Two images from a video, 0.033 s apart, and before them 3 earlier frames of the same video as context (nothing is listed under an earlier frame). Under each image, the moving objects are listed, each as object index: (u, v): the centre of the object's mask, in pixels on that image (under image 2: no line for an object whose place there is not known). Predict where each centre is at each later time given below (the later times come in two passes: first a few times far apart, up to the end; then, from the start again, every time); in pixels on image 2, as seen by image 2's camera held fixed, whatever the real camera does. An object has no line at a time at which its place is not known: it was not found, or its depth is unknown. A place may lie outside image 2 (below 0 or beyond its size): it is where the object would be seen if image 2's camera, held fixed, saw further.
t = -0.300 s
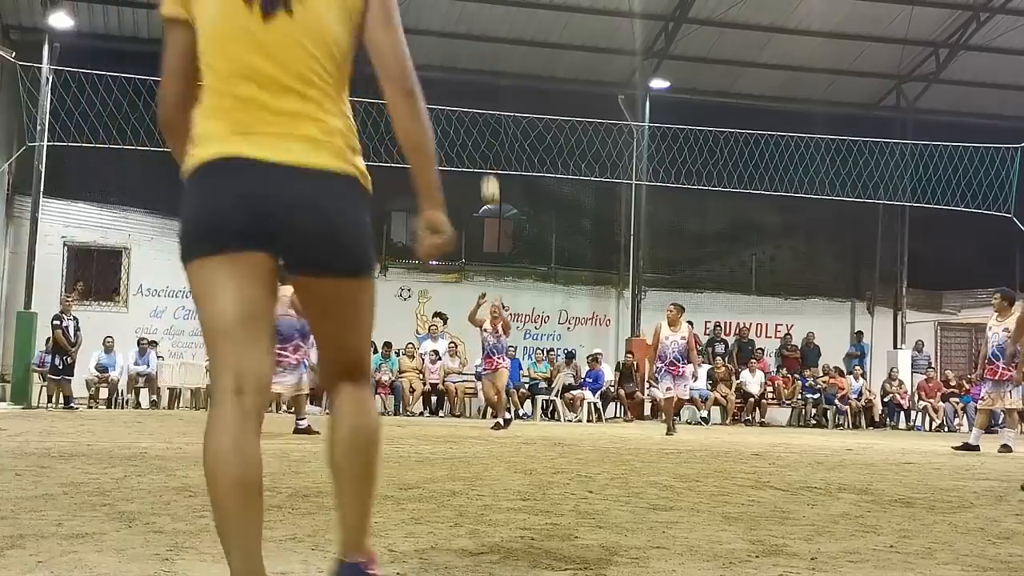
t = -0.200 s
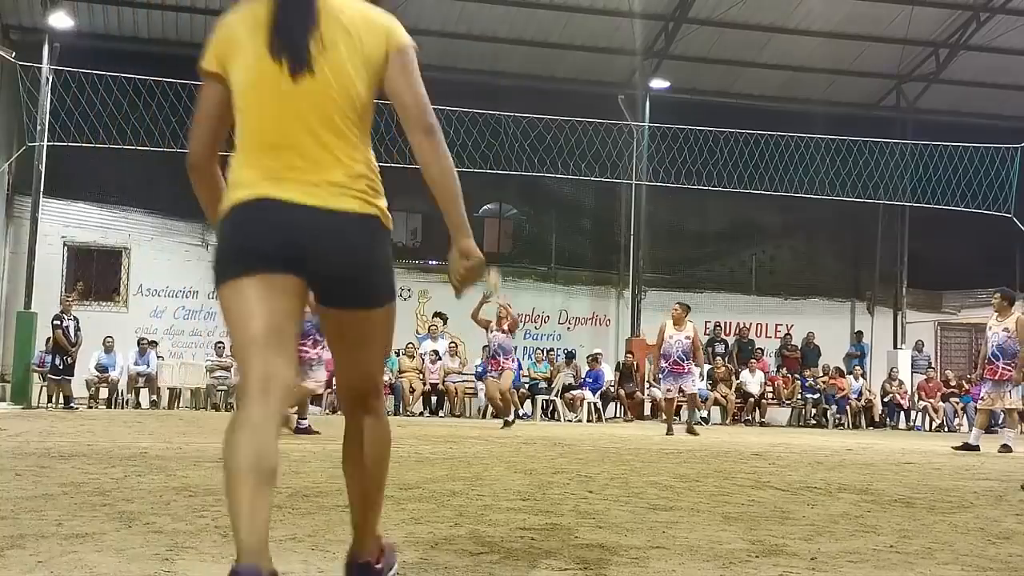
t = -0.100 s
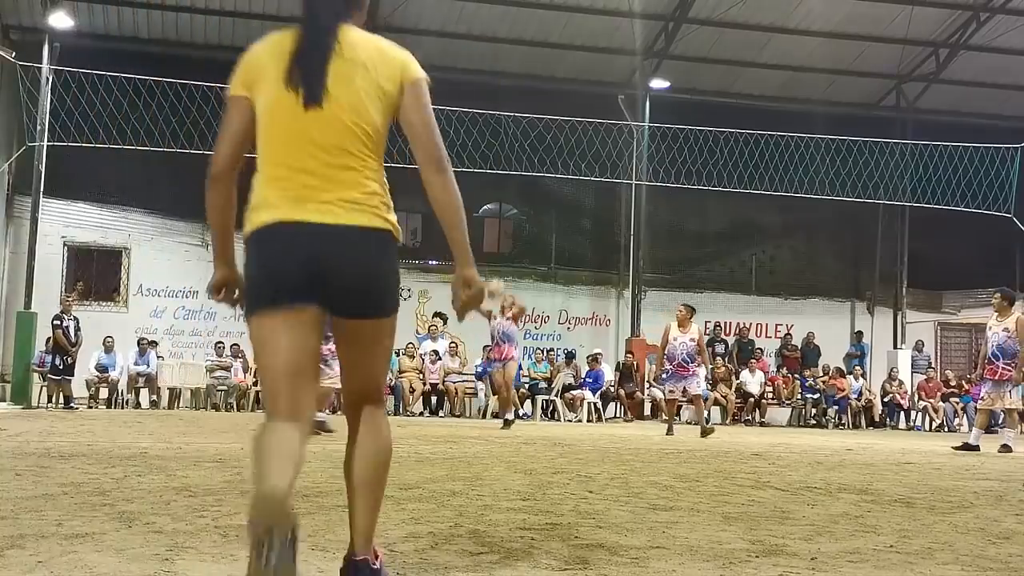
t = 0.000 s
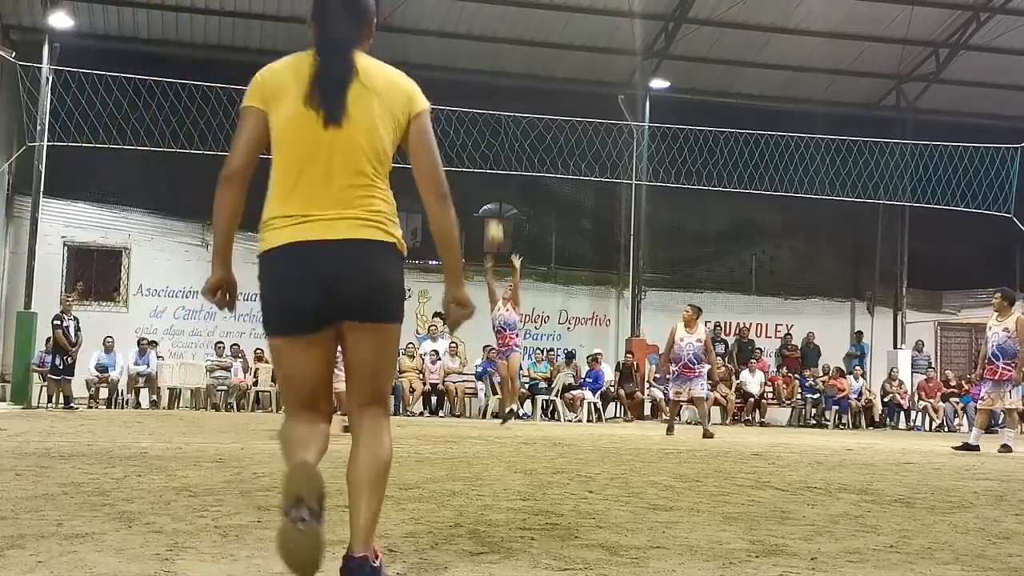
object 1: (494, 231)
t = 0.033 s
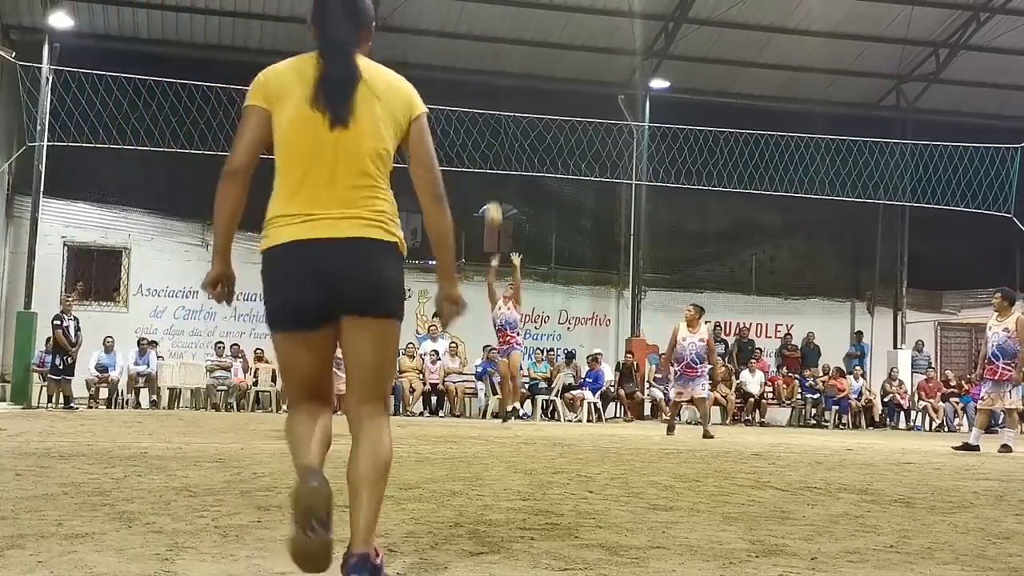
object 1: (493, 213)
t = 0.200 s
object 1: (486, 133)
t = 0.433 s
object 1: (473, 53)
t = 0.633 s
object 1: (459, 17)
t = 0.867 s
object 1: (441, 19)
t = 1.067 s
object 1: (422, 65)
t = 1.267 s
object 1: (400, 151)
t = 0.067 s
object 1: (492, 194)
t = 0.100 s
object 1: (491, 180)
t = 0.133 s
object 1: (489, 162)
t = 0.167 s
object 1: (488, 148)
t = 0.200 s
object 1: (486, 133)
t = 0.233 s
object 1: (484, 119)
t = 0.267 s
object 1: (483, 106)
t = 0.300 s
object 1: (481, 94)
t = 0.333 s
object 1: (479, 82)
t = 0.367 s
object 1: (477, 72)
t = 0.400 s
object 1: (475, 62)
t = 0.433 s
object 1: (473, 53)
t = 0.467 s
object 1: (471, 45)
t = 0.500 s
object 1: (469, 38)
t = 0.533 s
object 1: (466, 31)
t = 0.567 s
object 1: (464, 27)
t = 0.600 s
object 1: (462, 21)
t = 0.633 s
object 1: (459, 17)
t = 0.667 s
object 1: (457, 15)
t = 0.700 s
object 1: (455, 13)
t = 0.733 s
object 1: (452, 12)
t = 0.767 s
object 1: (450, 13)
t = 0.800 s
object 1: (447, 14)
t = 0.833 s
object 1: (444, 16)
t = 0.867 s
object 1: (441, 19)
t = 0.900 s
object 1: (438, 25)
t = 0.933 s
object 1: (435, 30)
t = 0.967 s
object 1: (432, 37)
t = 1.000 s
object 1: (429, 44)
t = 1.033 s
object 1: (426, 53)
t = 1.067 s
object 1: (422, 65)
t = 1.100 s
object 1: (418, 76)
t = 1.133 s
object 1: (415, 88)
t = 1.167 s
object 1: (411, 102)
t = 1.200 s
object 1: (408, 117)
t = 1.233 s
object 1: (404, 133)
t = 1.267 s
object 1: (400, 151)
